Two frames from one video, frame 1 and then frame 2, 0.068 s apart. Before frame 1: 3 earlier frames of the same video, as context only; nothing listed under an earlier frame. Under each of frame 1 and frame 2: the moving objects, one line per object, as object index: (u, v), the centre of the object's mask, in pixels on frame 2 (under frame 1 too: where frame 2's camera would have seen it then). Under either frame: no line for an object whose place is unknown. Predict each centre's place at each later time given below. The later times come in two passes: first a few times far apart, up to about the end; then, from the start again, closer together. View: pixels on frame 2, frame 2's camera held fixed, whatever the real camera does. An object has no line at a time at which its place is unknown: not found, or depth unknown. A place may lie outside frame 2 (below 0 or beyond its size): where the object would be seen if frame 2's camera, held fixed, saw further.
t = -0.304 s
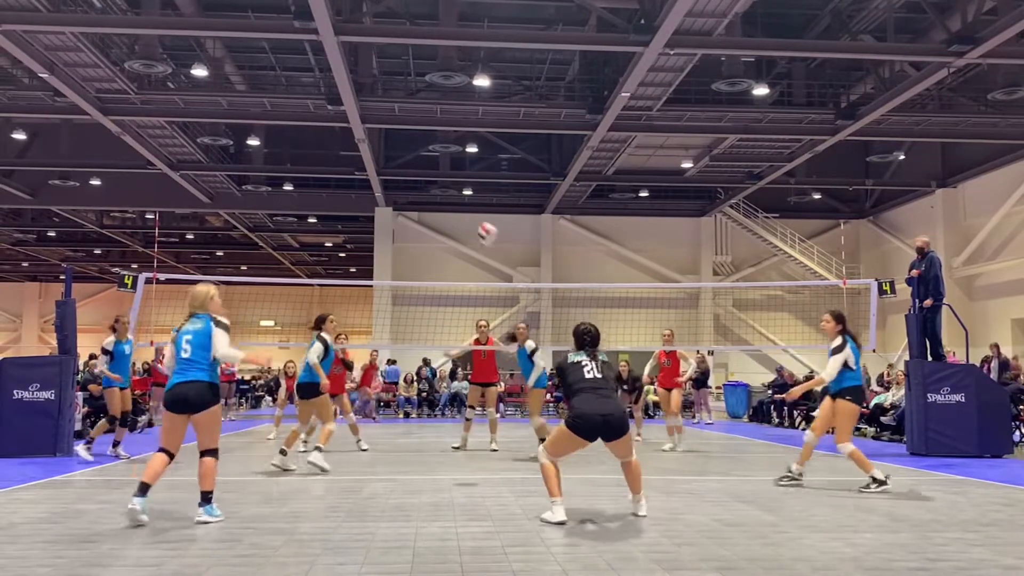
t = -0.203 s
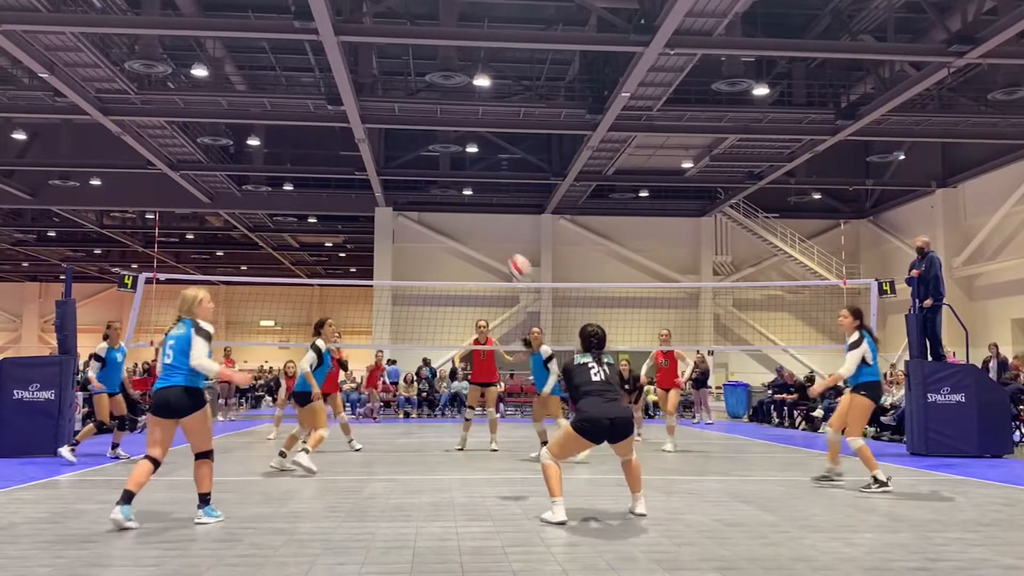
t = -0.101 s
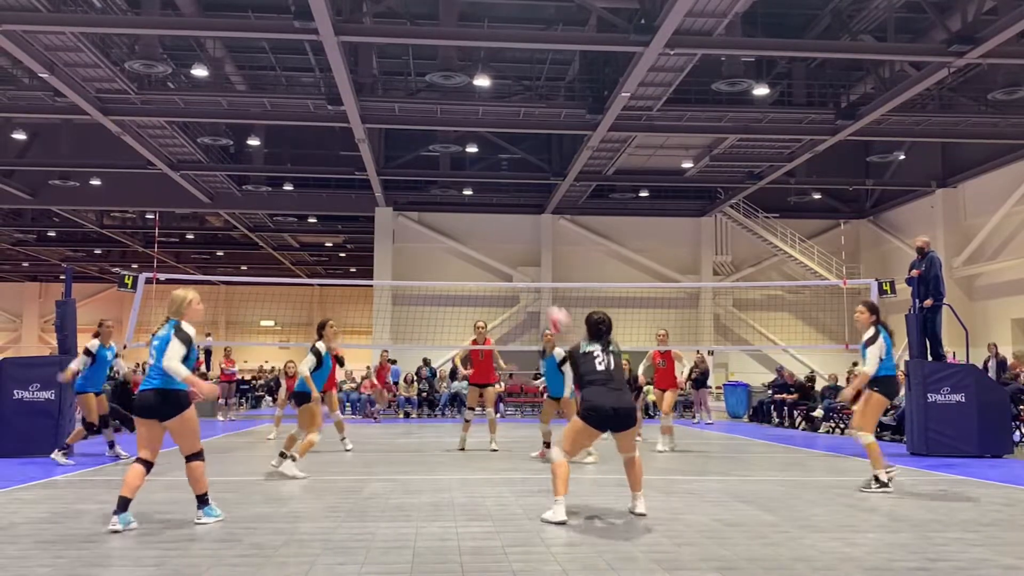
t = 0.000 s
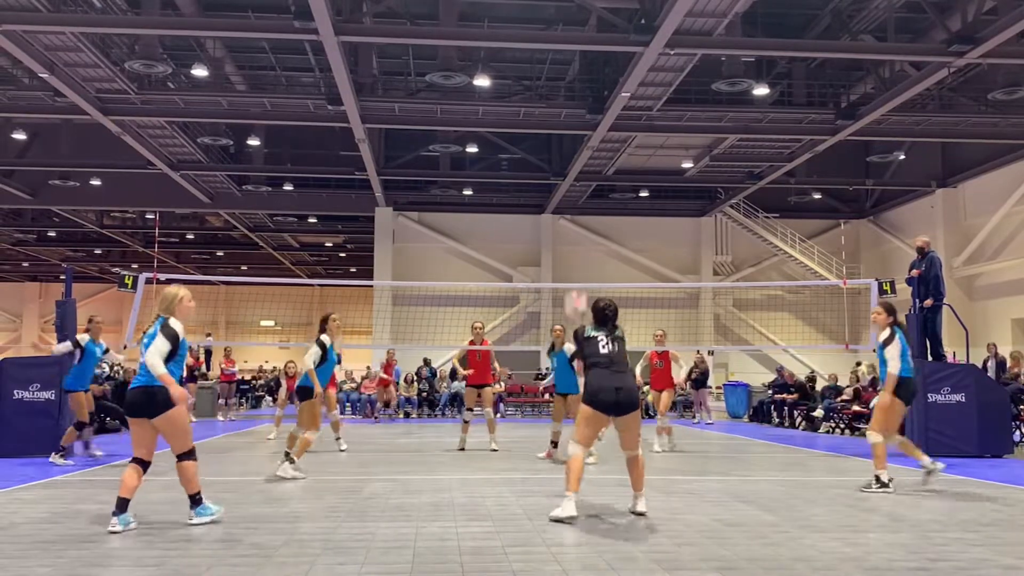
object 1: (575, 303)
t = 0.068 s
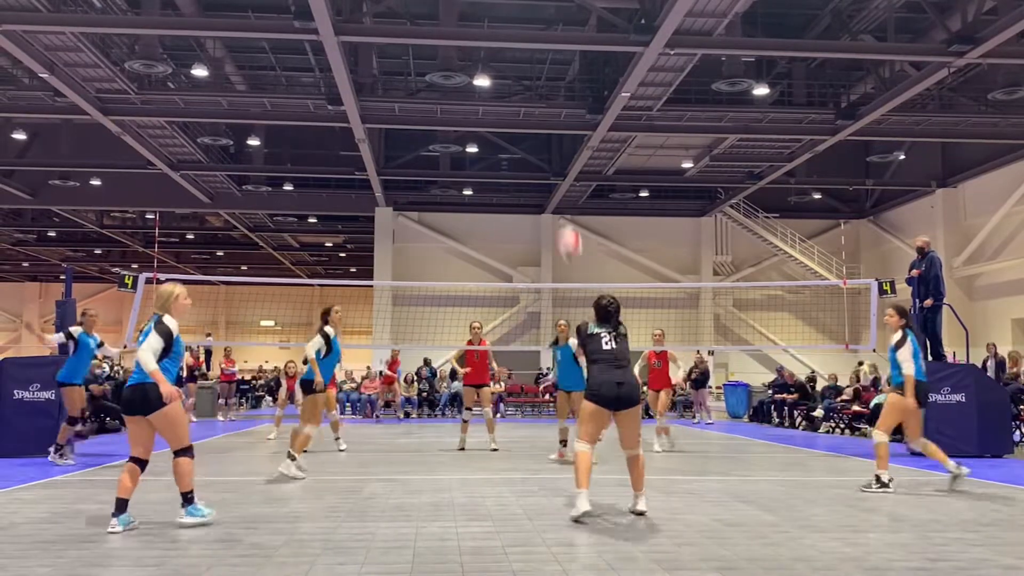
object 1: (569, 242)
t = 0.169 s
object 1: (561, 166)
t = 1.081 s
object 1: (505, 55)
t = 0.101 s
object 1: (567, 216)
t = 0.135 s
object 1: (564, 190)
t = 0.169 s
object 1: (561, 166)
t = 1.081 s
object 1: (505, 55)
